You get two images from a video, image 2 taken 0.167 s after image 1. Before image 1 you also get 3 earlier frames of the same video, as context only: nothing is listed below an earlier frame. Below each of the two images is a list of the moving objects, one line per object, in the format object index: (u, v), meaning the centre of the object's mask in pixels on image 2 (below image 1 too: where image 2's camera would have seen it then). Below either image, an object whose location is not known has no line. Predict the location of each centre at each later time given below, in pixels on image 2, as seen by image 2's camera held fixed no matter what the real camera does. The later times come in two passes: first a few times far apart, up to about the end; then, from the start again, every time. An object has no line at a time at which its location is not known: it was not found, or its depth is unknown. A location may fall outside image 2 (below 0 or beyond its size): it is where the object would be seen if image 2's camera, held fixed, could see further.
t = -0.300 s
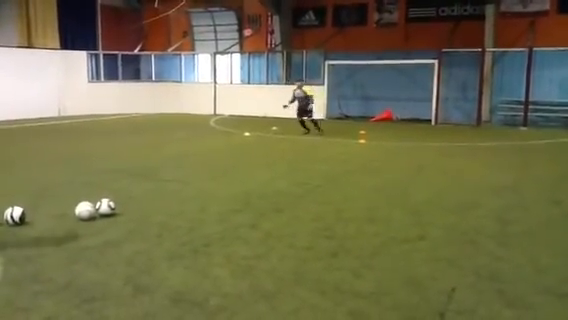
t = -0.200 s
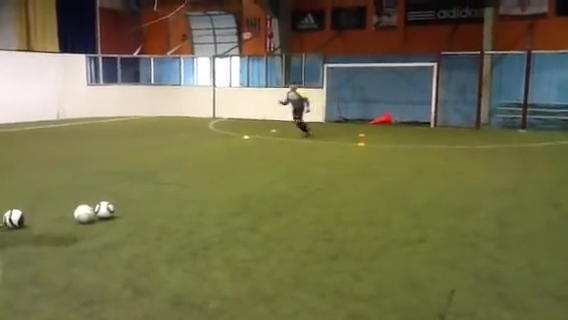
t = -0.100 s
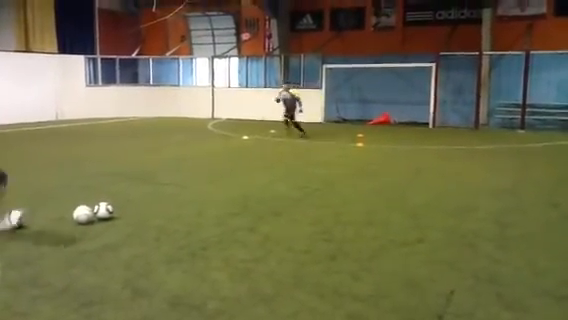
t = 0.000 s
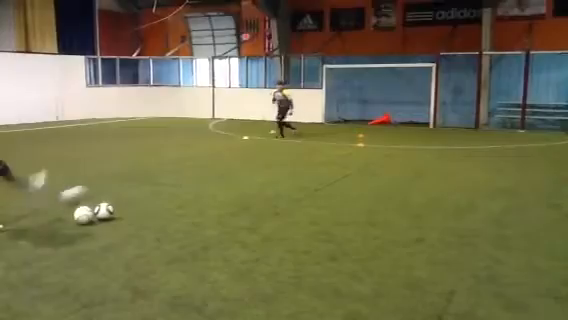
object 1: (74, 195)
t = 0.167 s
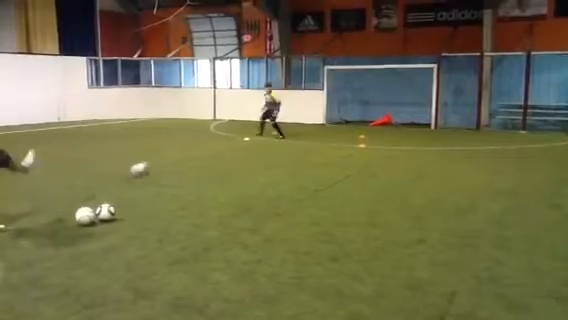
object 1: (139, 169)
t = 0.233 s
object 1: (156, 162)
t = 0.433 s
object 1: (191, 147)
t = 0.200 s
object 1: (148, 165)
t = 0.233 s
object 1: (156, 162)
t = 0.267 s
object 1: (164, 158)
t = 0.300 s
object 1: (170, 155)
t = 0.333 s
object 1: (175, 153)
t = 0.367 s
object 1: (182, 151)
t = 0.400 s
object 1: (187, 149)
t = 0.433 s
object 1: (191, 147)
